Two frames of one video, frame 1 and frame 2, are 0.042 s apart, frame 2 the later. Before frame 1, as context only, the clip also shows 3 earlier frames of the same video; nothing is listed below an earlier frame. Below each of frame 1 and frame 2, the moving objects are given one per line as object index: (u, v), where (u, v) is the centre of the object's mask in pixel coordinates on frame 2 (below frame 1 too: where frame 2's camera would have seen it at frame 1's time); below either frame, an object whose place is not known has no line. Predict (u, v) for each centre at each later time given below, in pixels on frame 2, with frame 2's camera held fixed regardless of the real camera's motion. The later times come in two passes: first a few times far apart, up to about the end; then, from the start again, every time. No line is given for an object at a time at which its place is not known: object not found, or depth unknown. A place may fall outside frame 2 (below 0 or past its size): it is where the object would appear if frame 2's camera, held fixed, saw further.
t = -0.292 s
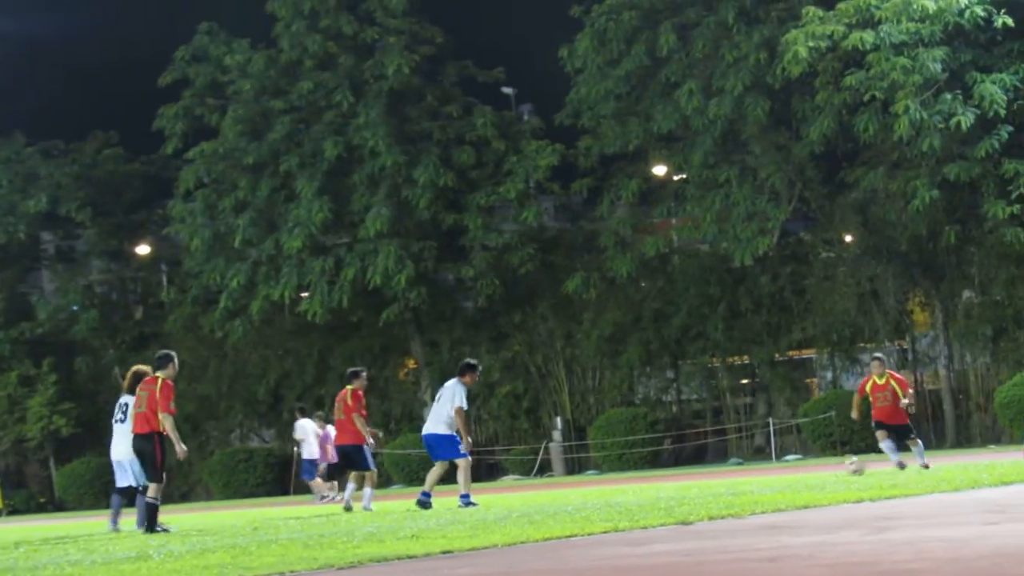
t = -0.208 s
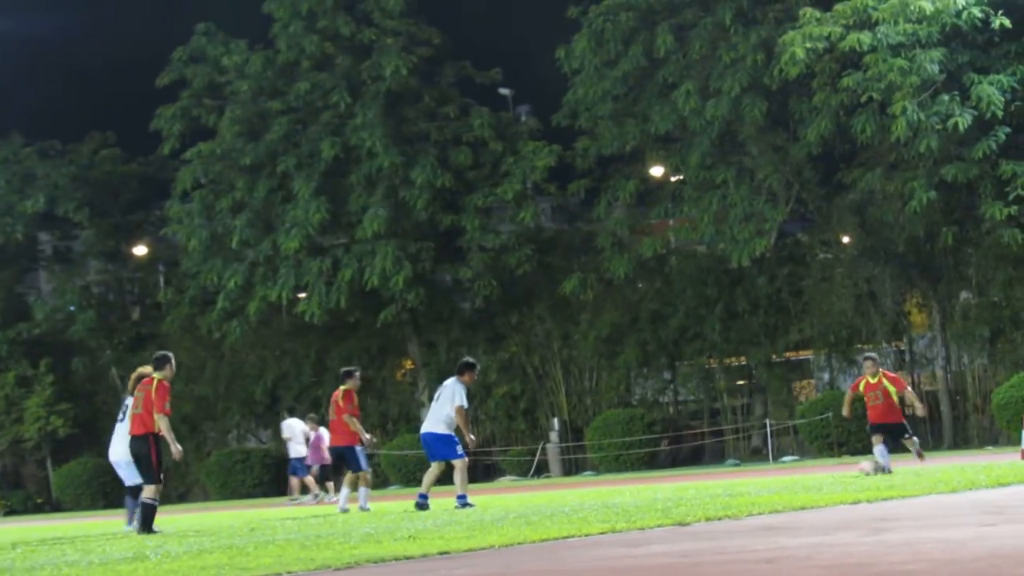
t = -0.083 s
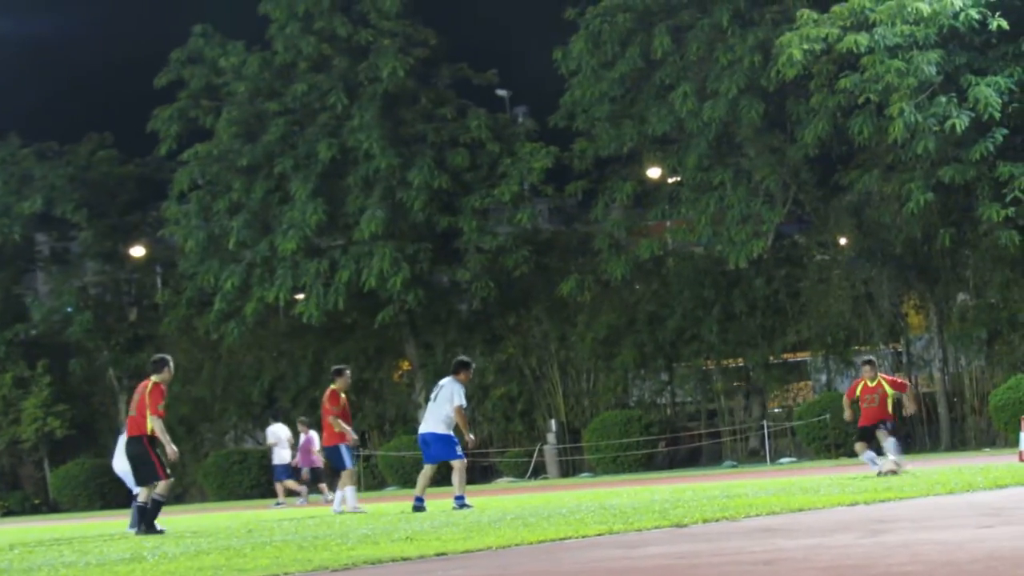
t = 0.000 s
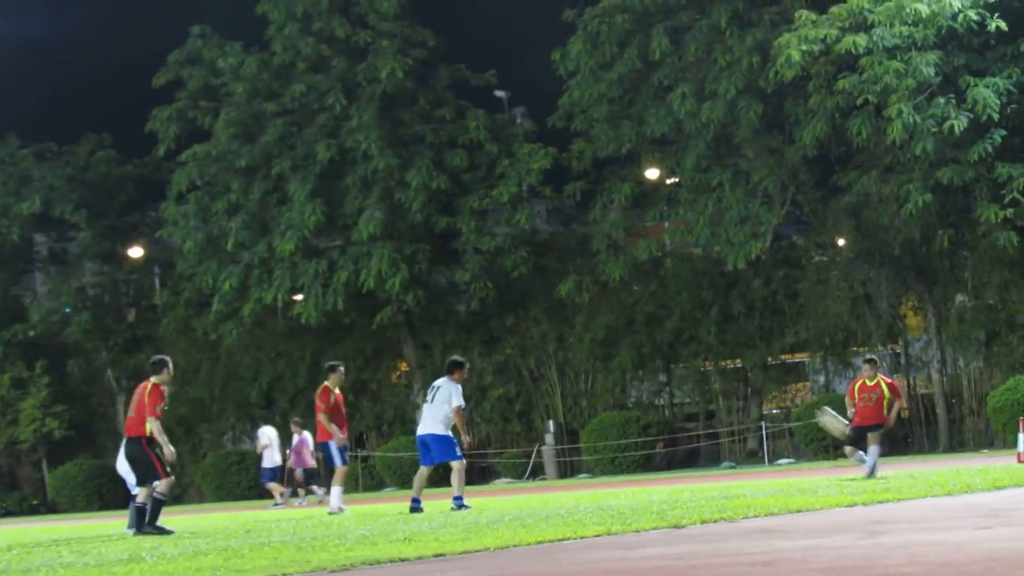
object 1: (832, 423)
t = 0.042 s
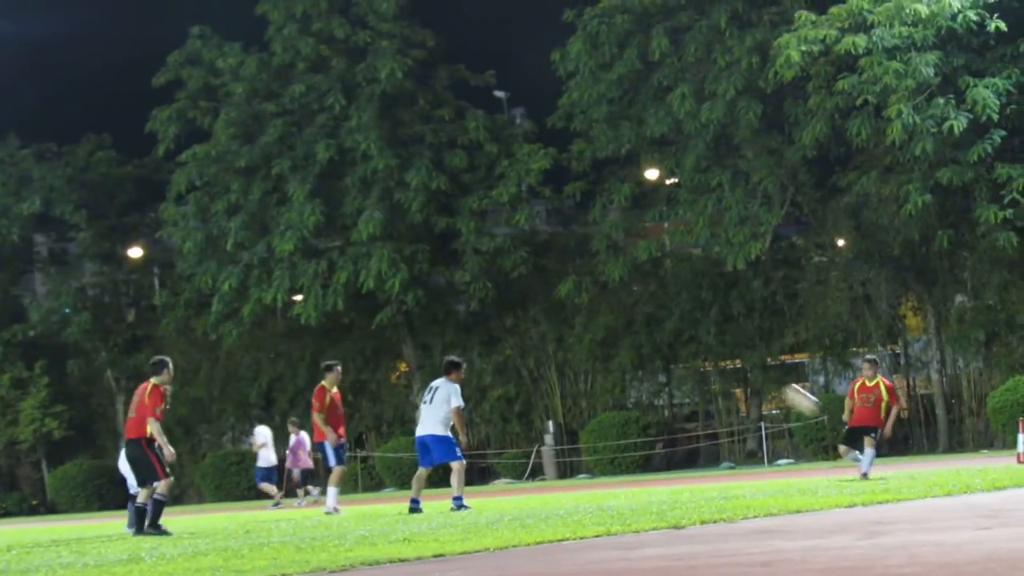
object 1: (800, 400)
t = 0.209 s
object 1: (674, 317)
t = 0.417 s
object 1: (513, 236)
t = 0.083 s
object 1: (770, 378)
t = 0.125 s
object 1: (738, 357)
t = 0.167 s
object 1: (706, 337)
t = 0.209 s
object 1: (674, 317)
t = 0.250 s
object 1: (642, 299)
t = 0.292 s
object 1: (609, 282)
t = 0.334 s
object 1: (576, 265)
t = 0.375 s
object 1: (543, 250)
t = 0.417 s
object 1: (513, 236)
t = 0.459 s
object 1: (479, 223)
